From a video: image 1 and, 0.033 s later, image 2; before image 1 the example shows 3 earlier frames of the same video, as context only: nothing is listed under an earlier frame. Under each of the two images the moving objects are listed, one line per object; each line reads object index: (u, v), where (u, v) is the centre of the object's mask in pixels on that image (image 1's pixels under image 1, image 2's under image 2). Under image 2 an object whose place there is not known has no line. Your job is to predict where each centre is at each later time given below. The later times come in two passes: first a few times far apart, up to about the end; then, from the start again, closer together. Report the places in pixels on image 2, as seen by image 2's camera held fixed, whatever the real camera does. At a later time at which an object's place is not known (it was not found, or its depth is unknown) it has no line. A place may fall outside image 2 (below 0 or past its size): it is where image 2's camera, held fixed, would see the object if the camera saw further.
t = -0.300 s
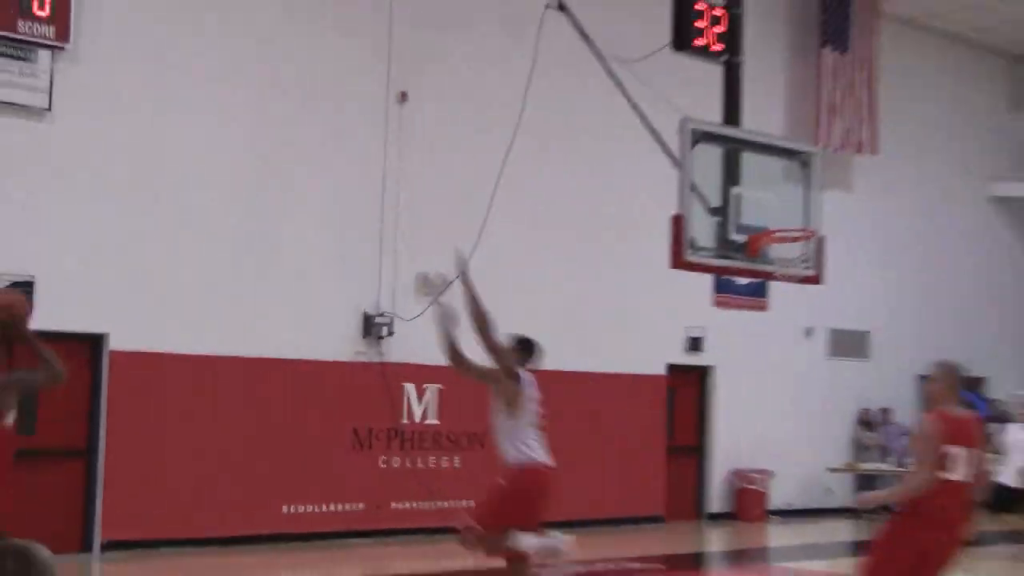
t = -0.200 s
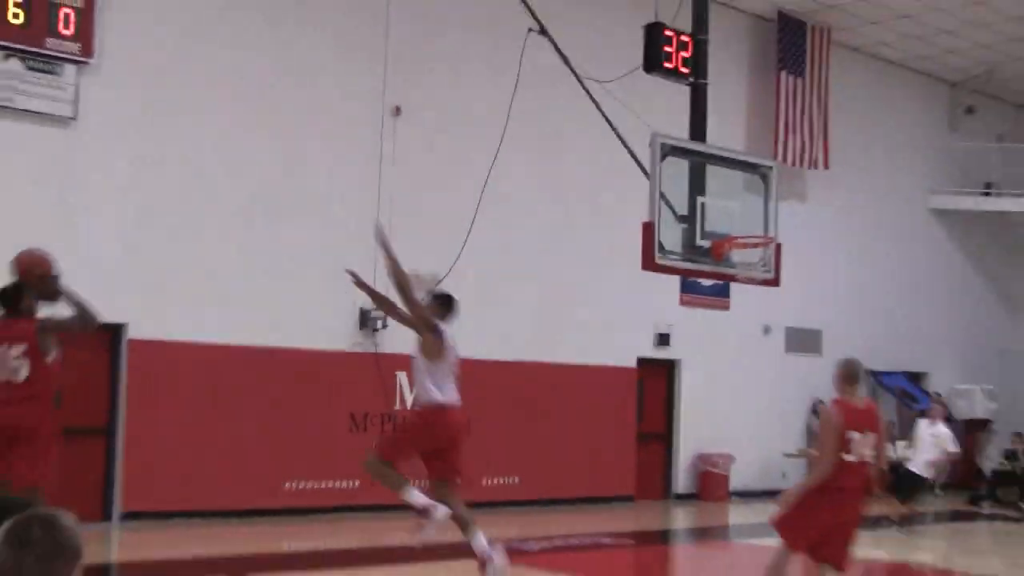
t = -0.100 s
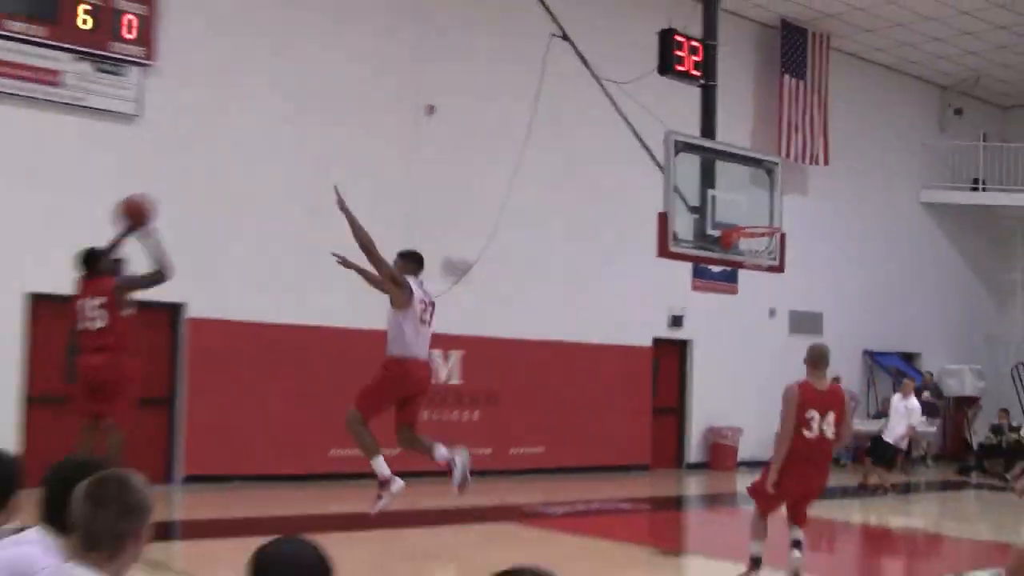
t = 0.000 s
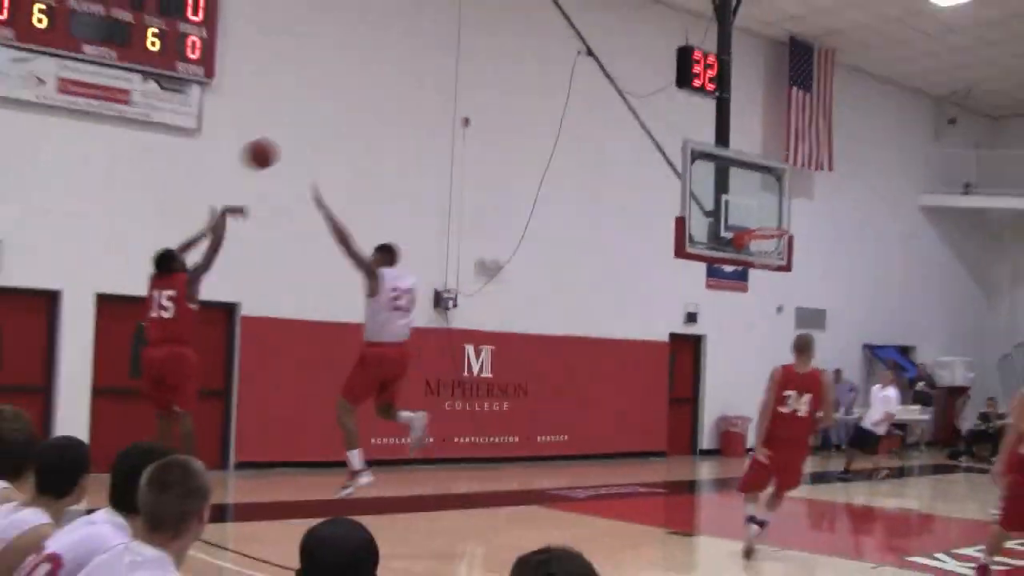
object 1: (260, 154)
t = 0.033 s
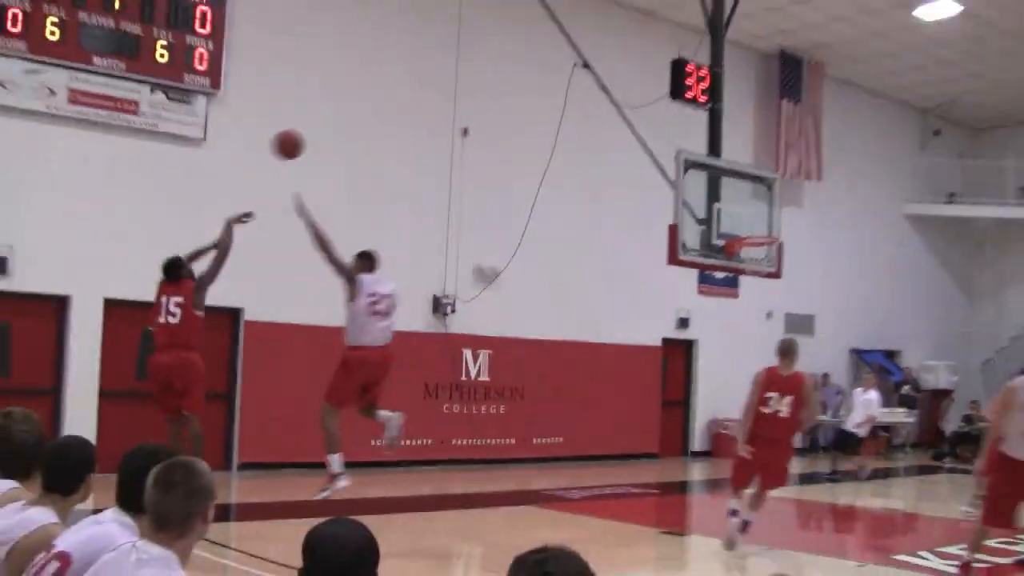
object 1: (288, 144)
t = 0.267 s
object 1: (433, 66)
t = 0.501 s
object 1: (548, 58)
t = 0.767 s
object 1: (656, 111)
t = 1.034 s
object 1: (746, 218)
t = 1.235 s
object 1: (739, 207)
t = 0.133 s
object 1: (352, 101)
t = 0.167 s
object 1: (373, 91)
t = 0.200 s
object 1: (394, 81)
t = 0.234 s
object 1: (415, 72)
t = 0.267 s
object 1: (433, 66)
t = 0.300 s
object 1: (450, 62)
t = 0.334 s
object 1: (468, 59)
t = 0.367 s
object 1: (483, 57)
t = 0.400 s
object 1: (499, 56)
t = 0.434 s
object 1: (516, 55)
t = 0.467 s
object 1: (532, 56)
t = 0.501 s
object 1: (548, 58)
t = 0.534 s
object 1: (563, 62)
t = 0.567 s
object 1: (579, 66)
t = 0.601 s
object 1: (594, 71)
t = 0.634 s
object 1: (605, 77)
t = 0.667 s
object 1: (618, 85)
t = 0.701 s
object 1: (630, 92)
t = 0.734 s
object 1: (646, 101)
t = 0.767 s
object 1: (656, 111)
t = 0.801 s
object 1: (670, 122)
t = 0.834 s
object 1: (681, 133)
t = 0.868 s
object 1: (693, 145)
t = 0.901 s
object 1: (705, 157)
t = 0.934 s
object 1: (714, 173)
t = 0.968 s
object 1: (724, 185)
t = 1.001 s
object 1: (735, 202)
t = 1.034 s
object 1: (746, 218)
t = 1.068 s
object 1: (755, 231)
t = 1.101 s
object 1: (763, 232)
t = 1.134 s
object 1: (766, 231)
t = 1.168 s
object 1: (757, 223)
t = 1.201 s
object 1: (748, 215)
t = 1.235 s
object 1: (739, 207)
